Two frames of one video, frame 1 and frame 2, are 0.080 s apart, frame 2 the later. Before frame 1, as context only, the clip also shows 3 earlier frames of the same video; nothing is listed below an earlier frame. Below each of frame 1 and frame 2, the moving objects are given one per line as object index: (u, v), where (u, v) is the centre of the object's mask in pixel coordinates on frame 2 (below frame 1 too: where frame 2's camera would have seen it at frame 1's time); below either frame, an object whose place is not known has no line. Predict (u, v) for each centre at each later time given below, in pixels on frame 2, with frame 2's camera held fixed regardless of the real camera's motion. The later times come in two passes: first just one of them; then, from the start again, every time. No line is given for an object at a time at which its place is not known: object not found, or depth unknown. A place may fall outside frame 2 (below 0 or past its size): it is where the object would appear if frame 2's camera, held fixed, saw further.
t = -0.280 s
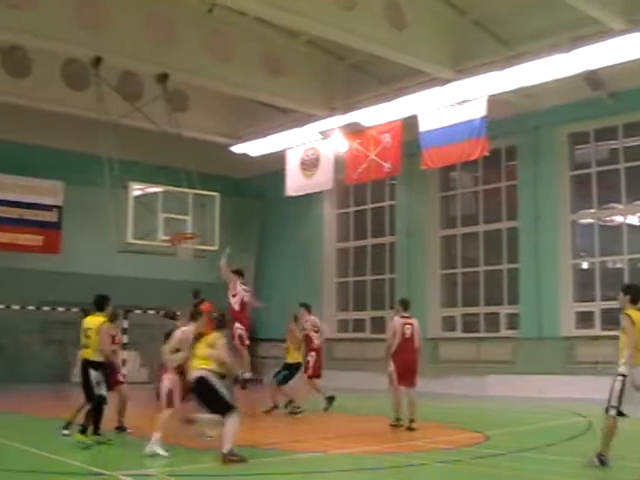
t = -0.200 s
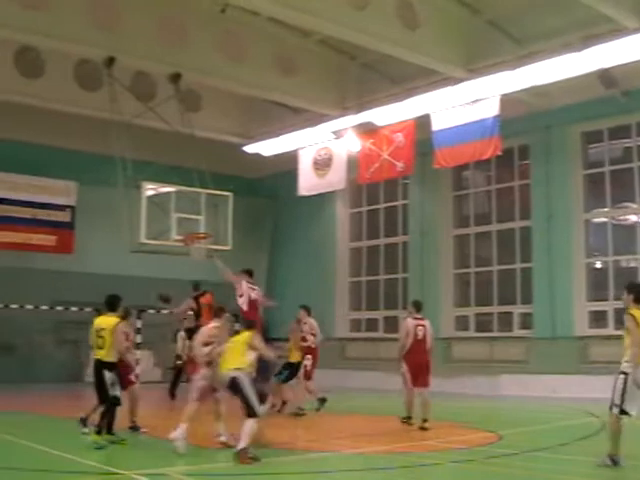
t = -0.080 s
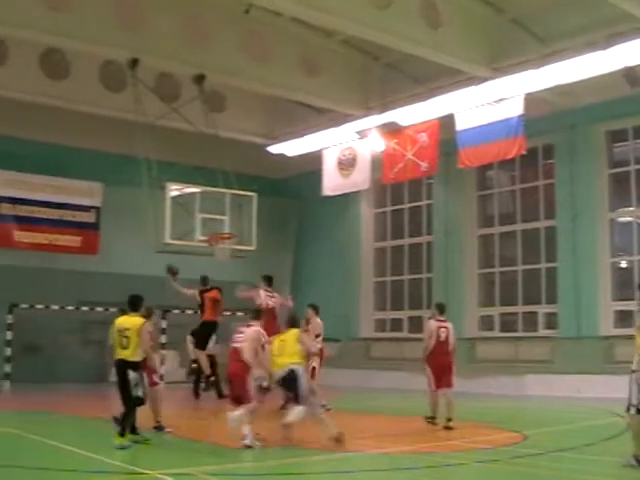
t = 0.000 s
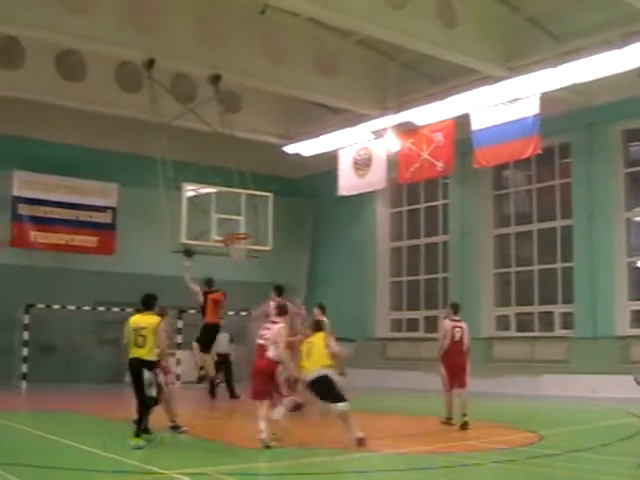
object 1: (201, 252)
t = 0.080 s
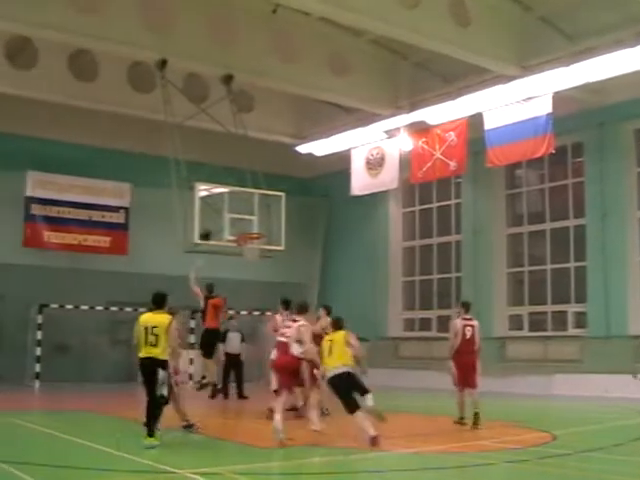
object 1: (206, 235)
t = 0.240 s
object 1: (213, 213)
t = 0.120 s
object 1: (207, 229)
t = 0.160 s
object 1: (210, 223)
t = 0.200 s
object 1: (211, 217)
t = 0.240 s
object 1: (213, 213)
